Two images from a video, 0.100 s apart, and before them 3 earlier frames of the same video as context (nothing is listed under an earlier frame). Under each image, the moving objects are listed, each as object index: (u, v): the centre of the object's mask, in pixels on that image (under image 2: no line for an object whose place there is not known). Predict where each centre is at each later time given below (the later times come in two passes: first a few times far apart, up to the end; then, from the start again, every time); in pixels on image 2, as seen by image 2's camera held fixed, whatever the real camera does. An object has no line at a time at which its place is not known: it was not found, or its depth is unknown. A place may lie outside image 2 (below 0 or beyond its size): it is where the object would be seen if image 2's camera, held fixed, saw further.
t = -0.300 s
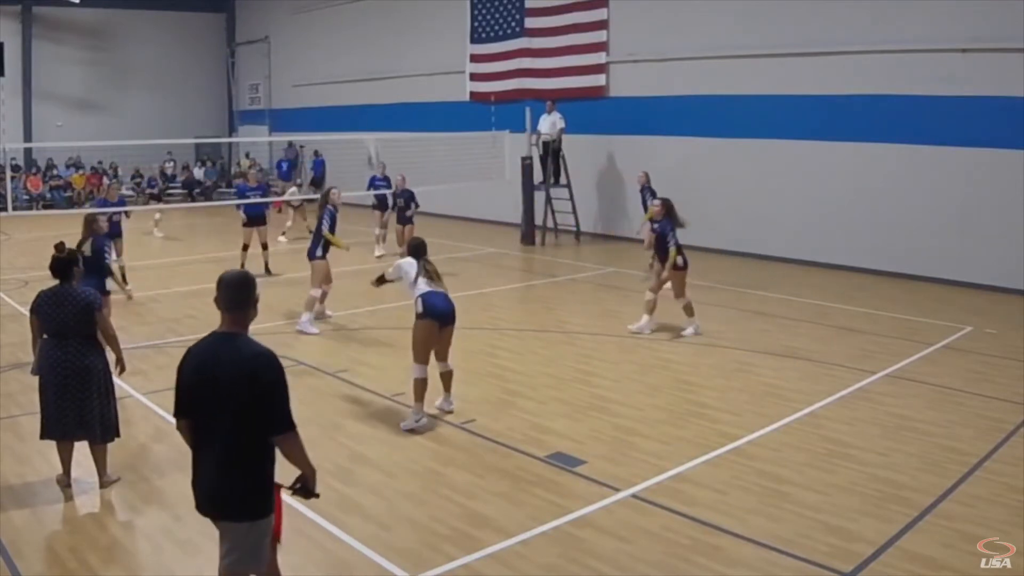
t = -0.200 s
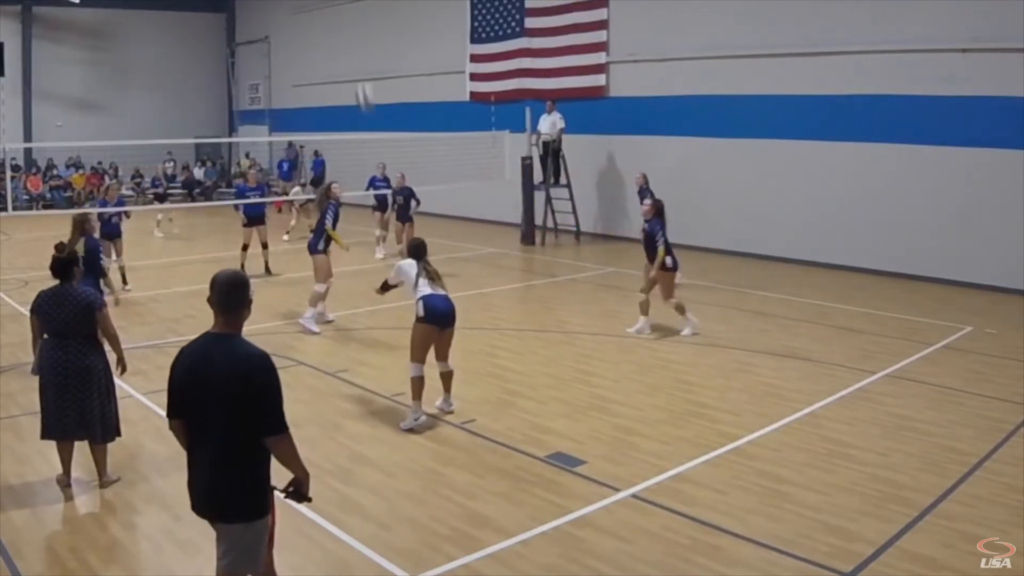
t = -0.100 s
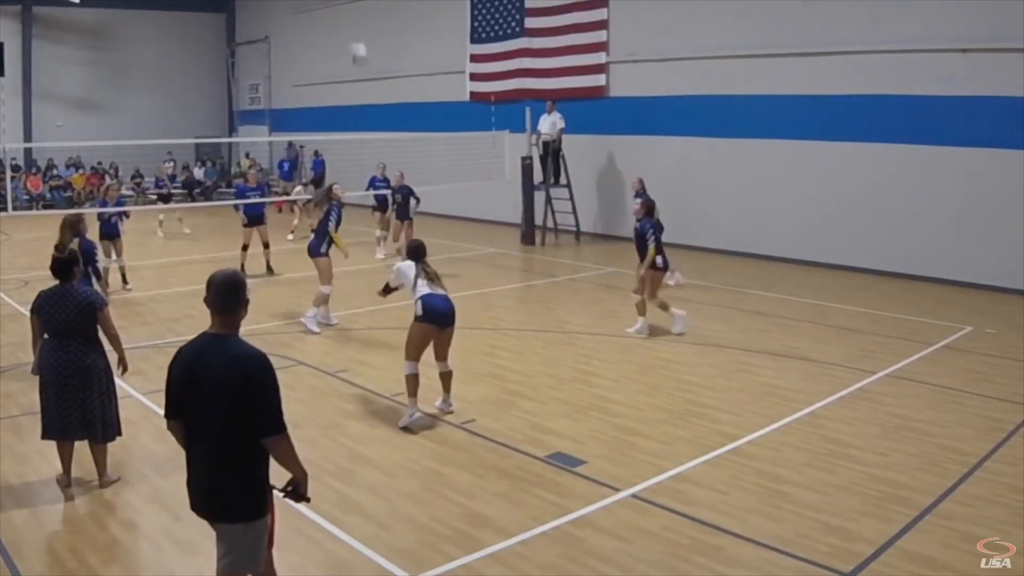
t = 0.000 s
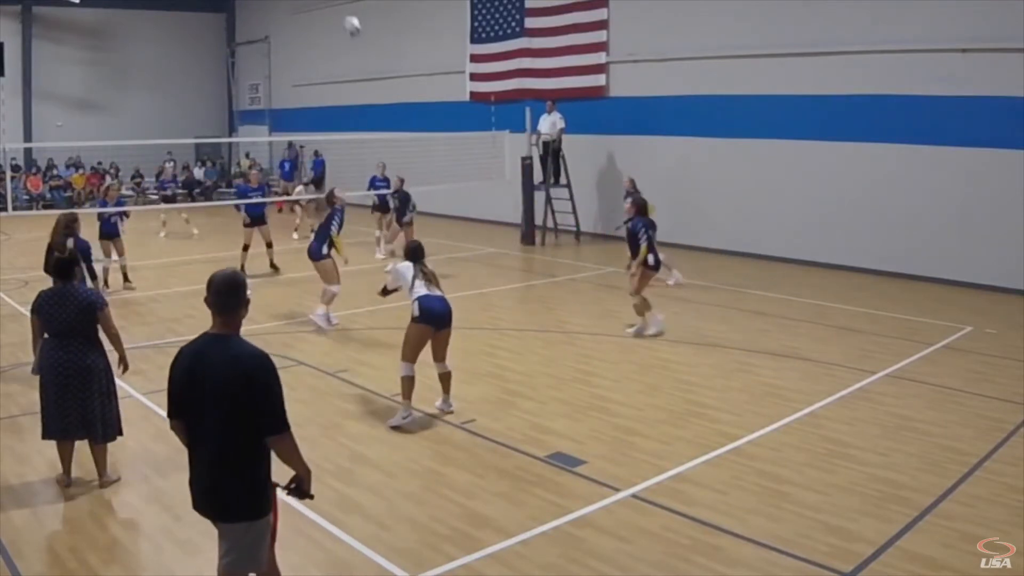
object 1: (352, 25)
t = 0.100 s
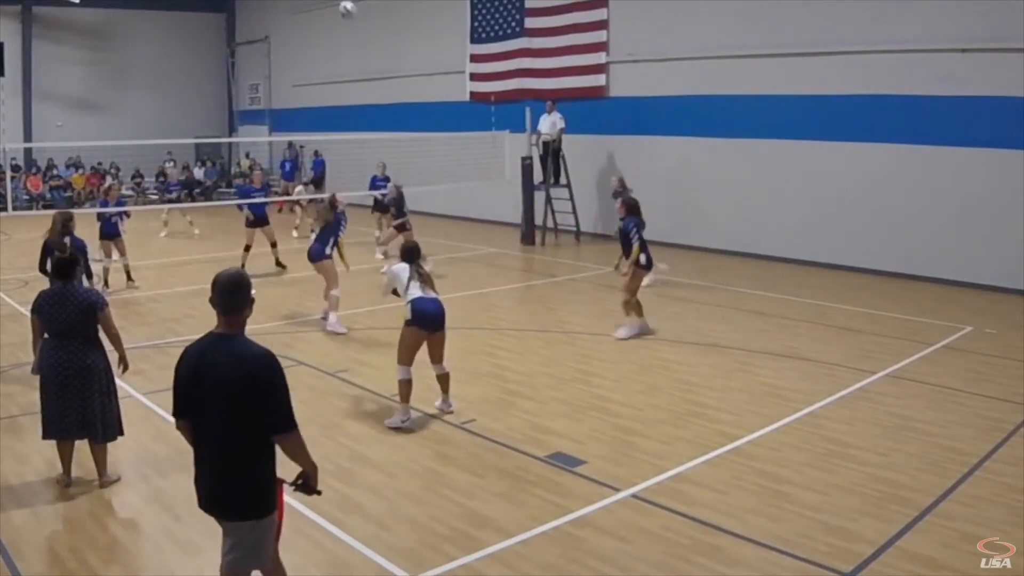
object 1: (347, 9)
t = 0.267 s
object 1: (341, 5)
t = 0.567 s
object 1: (333, 40)
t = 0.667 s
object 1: (332, 63)
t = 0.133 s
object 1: (346, 6)
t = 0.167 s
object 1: (344, 5)
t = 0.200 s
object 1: (344, 4)
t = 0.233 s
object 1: (343, 4)
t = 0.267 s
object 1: (341, 5)
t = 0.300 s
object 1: (340, 6)
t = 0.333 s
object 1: (339, 6)
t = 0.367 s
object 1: (338, 8)
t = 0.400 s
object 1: (338, 12)
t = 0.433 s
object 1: (338, 16)
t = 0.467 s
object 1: (337, 22)
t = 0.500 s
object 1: (336, 27)
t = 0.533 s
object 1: (334, 33)
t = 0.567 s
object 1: (333, 40)
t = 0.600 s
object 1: (332, 47)
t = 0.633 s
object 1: (332, 55)
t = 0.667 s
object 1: (332, 63)
